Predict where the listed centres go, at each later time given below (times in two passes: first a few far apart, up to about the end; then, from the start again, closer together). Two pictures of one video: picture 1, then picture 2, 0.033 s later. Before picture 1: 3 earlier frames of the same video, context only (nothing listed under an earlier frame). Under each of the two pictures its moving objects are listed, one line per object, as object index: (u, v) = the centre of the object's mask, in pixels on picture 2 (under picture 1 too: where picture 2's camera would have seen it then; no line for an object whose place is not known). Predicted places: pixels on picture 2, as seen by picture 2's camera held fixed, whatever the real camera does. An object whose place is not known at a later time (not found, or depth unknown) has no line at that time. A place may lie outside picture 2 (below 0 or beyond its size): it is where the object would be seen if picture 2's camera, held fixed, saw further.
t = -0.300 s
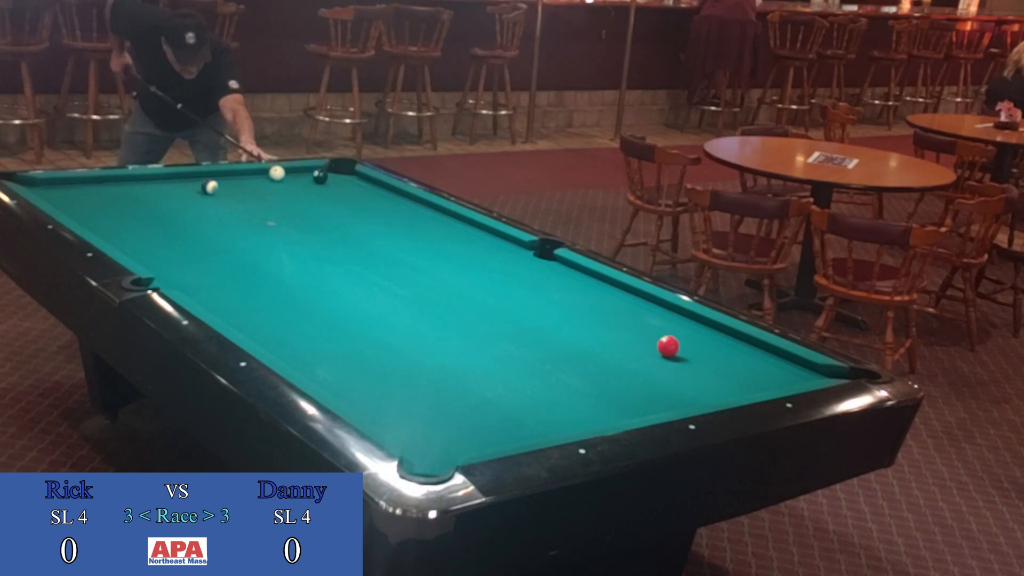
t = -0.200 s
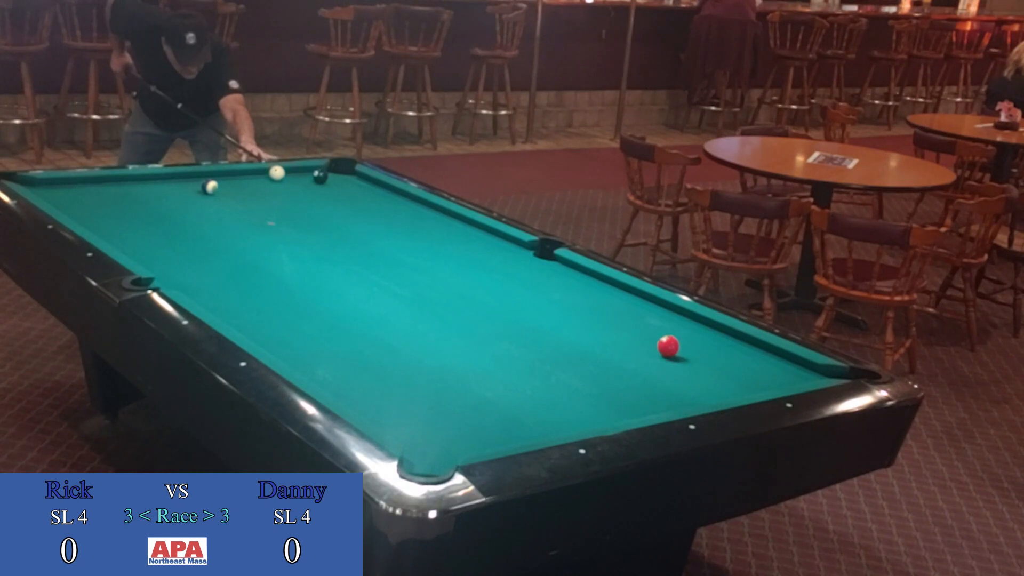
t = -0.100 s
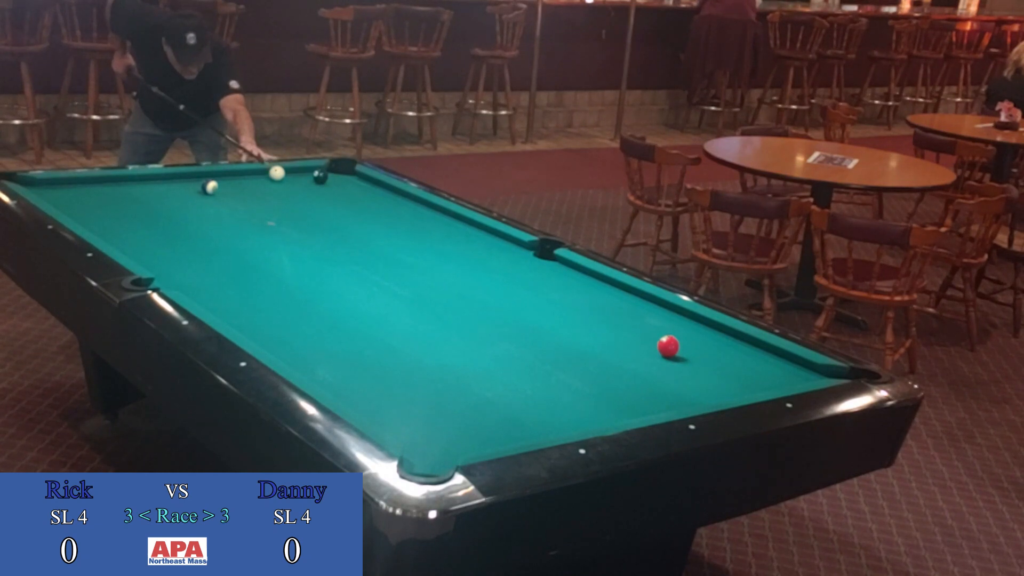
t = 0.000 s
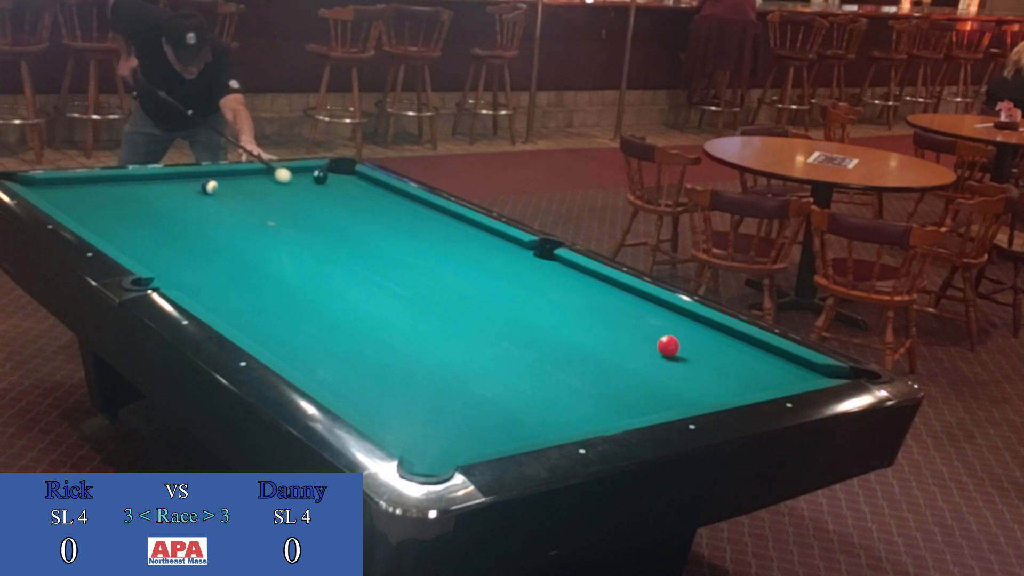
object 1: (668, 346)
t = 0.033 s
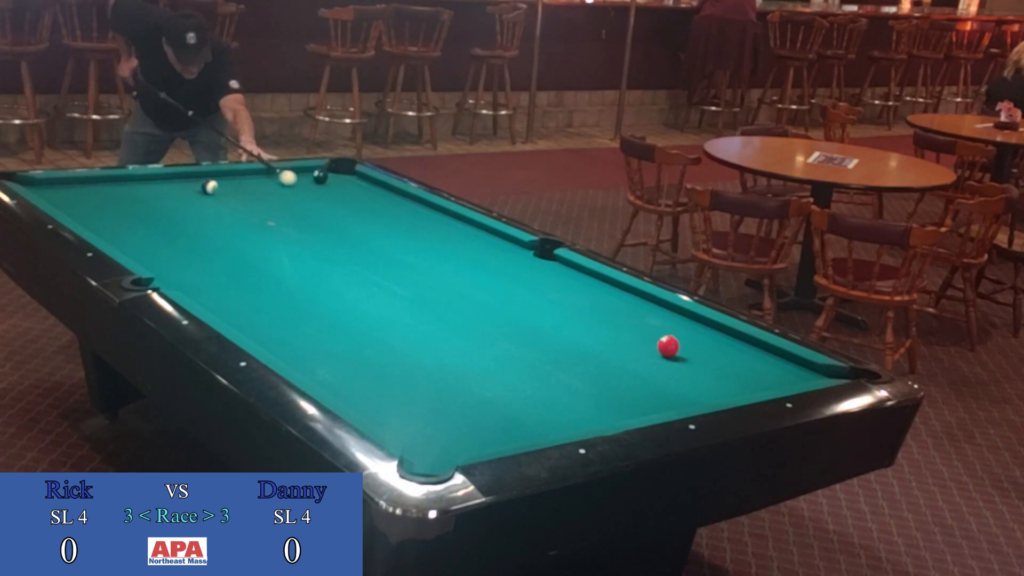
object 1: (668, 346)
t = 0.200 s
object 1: (668, 346)
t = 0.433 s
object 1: (668, 346)
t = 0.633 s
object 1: (668, 346)
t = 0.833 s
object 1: (668, 346)
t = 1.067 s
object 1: (668, 346)
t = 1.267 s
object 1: (668, 346)
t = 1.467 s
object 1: (668, 346)
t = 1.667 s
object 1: (668, 346)
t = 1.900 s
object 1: (668, 346)
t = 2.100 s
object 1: (689, 351)
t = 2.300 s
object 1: (725, 359)
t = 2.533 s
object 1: (766, 368)
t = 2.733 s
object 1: (801, 375)
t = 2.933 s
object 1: (810, 374)
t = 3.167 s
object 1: (804, 369)
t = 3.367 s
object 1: (799, 363)
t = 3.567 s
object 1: (792, 360)
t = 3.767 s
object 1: (784, 358)
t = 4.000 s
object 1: (776, 356)
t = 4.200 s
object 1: (771, 355)
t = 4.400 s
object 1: (766, 354)
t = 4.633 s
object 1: (763, 354)
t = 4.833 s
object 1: (762, 354)
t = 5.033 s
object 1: (761, 354)
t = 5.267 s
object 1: (761, 354)
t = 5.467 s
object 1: (761, 354)
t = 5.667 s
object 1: (761, 354)
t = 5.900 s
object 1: (761, 354)
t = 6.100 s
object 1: (761, 354)
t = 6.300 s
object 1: (761, 354)
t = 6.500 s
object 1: (761, 354)
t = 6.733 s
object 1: (761, 354)
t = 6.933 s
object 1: (761, 354)
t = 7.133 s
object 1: (761, 354)
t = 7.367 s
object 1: (761, 354)
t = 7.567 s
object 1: (761, 354)
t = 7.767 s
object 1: (761, 354)
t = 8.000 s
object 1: (761, 354)
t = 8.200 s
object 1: (761, 354)
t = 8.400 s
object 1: (761, 354)
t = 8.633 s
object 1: (761, 354)
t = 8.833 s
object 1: (761, 354)
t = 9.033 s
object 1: (761, 354)
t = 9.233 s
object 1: (761, 354)
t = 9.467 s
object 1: (761, 354)
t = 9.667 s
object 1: (761, 354)
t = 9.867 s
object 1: (761, 354)
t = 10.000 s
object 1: (761, 354)
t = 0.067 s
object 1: (668, 346)
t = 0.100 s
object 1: (668, 346)
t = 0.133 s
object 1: (668, 346)
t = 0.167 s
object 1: (668, 346)
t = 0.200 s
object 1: (668, 346)
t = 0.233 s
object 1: (668, 346)
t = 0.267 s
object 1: (668, 346)
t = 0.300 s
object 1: (668, 346)
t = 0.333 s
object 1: (668, 346)
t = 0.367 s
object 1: (668, 346)
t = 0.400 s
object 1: (668, 346)
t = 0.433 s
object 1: (668, 346)
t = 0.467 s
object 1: (668, 346)
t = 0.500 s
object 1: (668, 346)
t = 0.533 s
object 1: (668, 346)
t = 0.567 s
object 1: (668, 346)
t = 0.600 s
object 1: (668, 346)
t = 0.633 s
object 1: (668, 346)
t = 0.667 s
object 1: (668, 346)
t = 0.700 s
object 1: (668, 346)
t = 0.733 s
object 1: (668, 346)
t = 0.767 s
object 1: (668, 346)
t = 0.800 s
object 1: (668, 346)
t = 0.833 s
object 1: (668, 346)
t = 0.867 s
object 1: (668, 346)
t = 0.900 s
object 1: (668, 346)
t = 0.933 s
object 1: (668, 346)
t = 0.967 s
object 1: (668, 346)
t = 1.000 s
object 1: (668, 346)
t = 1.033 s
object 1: (668, 346)
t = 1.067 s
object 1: (668, 346)
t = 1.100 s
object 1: (668, 346)
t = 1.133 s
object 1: (668, 346)
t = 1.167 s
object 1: (668, 346)
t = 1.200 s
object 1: (668, 346)
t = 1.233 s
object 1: (668, 346)
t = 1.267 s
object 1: (668, 346)
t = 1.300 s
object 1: (668, 346)
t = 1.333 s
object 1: (668, 346)
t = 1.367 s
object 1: (668, 346)
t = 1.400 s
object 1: (668, 346)
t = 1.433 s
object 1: (668, 346)
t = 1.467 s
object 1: (668, 346)
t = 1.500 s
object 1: (668, 346)
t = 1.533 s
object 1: (668, 346)
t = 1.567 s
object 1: (668, 346)
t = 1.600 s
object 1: (668, 346)
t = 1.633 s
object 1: (668, 346)
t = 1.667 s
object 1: (668, 346)
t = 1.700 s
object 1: (668, 346)
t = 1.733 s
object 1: (668, 346)
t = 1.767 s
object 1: (668, 346)
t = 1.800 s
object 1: (668, 346)
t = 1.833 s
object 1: (668, 346)
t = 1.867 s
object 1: (668, 346)
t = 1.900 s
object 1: (668, 346)
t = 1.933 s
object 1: (668, 346)
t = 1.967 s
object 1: (668, 346)
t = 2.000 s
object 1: (668, 346)
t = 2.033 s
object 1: (674, 347)
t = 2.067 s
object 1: (682, 349)
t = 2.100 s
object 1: (689, 351)
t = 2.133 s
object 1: (695, 352)
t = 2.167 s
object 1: (701, 353)
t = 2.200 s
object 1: (707, 355)
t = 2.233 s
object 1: (713, 356)
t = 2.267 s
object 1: (719, 358)
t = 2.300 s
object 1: (725, 359)
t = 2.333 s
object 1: (731, 360)
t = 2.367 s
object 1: (737, 362)
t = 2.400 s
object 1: (743, 363)
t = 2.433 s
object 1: (749, 365)
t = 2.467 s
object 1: (755, 366)
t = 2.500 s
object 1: (761, 367)
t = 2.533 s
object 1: (766, 368)
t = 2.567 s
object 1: (772, 370)
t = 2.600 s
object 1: (778, 371)
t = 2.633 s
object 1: (784, 373)
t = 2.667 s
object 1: (790, 374)
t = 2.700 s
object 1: (795, 374)
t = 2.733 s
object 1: (801, 375)
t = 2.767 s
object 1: (806, 375)
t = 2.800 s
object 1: (812, 375)
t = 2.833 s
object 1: (812, 375)
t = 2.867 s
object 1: (812, 375)
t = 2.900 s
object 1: (811, 374)
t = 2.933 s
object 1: (810, 374)
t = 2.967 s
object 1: (809, 373)
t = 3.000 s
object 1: (808, 373)
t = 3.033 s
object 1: (807, 372)
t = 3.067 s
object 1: (807, 371)
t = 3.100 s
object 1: (806, 370)
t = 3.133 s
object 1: (805, 370)
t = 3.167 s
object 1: (804, 369)
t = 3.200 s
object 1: (803, 368)
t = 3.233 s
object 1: (802, 367)
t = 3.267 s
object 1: (802, 366)
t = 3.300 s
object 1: (801, 365)
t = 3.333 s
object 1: (800, 364)
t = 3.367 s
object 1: (799, 363)
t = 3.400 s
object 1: (798, 363)
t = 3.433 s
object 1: (798, 362)
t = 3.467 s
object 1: (797, 361)
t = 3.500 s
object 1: (795, 361)
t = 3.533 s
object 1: (794, 360)
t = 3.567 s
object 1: (792, 360)
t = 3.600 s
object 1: (791, 360)
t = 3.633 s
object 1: (789, 359)
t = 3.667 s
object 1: (788, 359)
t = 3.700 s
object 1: (787, 358)
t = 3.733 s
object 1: (785, 358)
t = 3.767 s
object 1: (784, 358)
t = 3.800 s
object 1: (783, 358)
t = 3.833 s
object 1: (782, 357)
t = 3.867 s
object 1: (780, 357)
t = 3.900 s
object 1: (779, 357)
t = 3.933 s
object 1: (778, 357)
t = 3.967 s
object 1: (777, 356)
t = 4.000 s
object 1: (776, 356)
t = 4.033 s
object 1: (775, 356)
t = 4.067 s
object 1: (774, 356)
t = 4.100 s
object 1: (773, 355)
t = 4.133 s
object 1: (772, 355)
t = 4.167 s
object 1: (771, 355)
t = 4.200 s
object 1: (771, 355)
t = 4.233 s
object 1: (770, 355)
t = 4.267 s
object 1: (769, 355)
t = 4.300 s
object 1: (768, 355)
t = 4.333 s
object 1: (768, 355)
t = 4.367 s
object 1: (767, 355)
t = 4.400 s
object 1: (766, 354)
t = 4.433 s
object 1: (766, 354)
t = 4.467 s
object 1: (765, 354)
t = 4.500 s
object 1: (765, 354)
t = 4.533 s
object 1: (765, 354)
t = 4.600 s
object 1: (764, 354)
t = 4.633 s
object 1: (763, 354)
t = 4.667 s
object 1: (763, 354)
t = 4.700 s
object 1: (763, 354)
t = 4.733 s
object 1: (762, 354)
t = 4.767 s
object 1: (762, 354)
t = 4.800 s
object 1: (762, 354)
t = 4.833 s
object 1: (762, 354)
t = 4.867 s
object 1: (761, 354)
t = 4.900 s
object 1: (761, 354)
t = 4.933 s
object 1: (761, 354)
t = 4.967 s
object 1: (761, 354)
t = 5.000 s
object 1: (761, 354)
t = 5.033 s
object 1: (761, 354)
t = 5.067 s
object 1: (761, 354)
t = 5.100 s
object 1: (761, 354)
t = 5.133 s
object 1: (761, 354)
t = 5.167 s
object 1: (761, 354)
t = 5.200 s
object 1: (761, 354)
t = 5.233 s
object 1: (761, 354)
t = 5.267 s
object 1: (761, 354)
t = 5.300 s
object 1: (761, 354)
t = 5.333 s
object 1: (761, 354)
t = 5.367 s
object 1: (761, 354)
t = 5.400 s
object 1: (761, 354)
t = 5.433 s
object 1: (761, 354)
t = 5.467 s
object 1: (761, 354)
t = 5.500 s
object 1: (761, 354)
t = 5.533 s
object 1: (761, 354)
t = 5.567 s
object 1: (761, 354)
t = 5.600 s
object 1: (761, 354)
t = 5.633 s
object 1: (761, 354)
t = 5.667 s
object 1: (761, 354)
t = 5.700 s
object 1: (761, 354)
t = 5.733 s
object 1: (761, 354)
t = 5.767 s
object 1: (761, 354)
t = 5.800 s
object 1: (761, 354)
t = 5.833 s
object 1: (761, 354)
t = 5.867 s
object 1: (761, 354)
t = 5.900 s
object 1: (761, 354)
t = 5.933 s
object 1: (761, 354)
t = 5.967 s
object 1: (761, 354)
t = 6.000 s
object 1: (761, 354)
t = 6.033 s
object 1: (761, 354)
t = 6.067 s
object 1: (761, 354)
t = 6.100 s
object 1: (761, 354)
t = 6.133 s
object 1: (761, 354)
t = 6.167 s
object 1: (761, 354)
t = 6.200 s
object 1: (761, 354)
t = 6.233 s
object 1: (761, 354)
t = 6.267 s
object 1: (761, 354)
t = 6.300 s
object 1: (761, 354)
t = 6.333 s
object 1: (761, 354)
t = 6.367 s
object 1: (761, 354)
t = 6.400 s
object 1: (761, 354)
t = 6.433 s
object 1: (761, 354)
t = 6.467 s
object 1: (761, 354)
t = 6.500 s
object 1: (761, 354)
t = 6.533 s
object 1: (761, 354)
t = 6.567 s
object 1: (761, 354)
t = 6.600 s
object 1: (761, 354)
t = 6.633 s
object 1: (761, 354)
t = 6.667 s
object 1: (761, 354)
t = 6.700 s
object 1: (761, 354)
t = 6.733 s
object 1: (761, 354)
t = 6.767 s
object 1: (761, 354)
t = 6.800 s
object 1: (761, 354)
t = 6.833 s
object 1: (761, 354)
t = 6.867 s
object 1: (761, 354)
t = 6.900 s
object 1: (761, 354)
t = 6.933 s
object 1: (761, 354)
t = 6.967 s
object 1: (761, 354)
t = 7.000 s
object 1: (761, 354)
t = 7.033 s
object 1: (761, 354)
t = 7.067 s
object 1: (761, 354)
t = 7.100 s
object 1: (761, 354)
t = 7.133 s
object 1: (761, 354)
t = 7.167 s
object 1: (761, 354)
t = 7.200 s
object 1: (761, 354)
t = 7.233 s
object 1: (761, 354)
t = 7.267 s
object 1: (761, 354)
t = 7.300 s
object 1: (761, 354)
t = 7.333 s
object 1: (761, 354)
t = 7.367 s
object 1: (761, 354)
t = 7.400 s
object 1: (761, 354)
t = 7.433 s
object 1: (761, 354)
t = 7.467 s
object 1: (761, 354)
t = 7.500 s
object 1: (761, 354)
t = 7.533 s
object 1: (761, 354)
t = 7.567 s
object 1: (761, 354)
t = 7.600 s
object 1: (761, 354)
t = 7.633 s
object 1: (761, 354)
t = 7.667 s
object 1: (761, 354)
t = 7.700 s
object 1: (761, 354)
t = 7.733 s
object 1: (761, 354)
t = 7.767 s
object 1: (761, 354)
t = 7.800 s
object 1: (761, 354)
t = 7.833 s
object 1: (761, 354)
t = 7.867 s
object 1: (761, 354)
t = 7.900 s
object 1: (761, 354)
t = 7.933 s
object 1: (761, 354)
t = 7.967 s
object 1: (761, 354)
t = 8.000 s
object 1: (761, 354)
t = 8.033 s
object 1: (761, 354)
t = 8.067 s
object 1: (761, 354)
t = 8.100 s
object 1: (761, 354)
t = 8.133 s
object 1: (761, 354)
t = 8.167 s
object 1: (761, 354)
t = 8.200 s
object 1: (761, 354)
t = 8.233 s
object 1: (761, 354)
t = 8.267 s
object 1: (761, 354)
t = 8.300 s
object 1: (761, 354)
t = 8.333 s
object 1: (761, 354)
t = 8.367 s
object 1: (761, 354)
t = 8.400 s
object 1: (761, 354)
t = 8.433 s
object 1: (761, 354)
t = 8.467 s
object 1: (761, 354)
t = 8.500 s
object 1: (761, 354)
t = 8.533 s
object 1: (761, 354)
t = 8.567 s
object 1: (761, 354)
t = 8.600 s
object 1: (761, 354)
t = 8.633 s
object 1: (761, 354)
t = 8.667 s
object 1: (761, 354)
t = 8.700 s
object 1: (761, 354)
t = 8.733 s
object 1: (761, 354)
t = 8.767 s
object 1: (761, 354)
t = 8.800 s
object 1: (761, 354)
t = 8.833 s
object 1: (761, 354)
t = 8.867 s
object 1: (761, 354)
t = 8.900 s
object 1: (761, 354)
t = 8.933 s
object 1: (761, 354)
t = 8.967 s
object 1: (761, 354)
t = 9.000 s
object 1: (761, 354)
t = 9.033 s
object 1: (761, 354)
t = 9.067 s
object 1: (761, 354)
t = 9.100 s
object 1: (761, 354)
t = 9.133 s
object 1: (761, 354)
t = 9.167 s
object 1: (761, 354)
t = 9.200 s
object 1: (761, 354)
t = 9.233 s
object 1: (761, 354)
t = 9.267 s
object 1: (761, 354)
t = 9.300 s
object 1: (761, 354)
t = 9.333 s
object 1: (761, 354)
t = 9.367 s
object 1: (761, 354)
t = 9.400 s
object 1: (761, 354)
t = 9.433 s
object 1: (761, 354)
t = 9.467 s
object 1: (761, 354)
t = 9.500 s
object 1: (761, 354)
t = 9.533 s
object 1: (761, 354)
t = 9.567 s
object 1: (761, 354)
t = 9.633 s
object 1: (761, 354)
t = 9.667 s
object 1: (761, 354)
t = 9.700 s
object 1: (761, 354)
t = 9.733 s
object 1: (761, 354)
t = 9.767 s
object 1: (761, 354)
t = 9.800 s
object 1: (761, 354)
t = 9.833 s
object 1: (761, 354)
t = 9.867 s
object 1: (761, 354)
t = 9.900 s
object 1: (761, 354)
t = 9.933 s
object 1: (761, 354)
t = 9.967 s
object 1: (761, 354)
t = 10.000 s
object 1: (761, 354)
